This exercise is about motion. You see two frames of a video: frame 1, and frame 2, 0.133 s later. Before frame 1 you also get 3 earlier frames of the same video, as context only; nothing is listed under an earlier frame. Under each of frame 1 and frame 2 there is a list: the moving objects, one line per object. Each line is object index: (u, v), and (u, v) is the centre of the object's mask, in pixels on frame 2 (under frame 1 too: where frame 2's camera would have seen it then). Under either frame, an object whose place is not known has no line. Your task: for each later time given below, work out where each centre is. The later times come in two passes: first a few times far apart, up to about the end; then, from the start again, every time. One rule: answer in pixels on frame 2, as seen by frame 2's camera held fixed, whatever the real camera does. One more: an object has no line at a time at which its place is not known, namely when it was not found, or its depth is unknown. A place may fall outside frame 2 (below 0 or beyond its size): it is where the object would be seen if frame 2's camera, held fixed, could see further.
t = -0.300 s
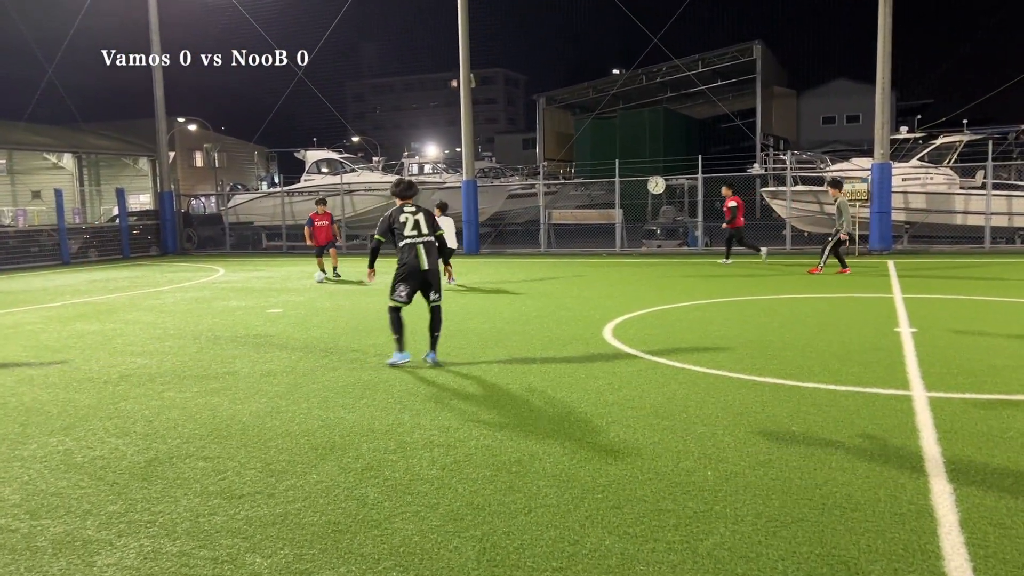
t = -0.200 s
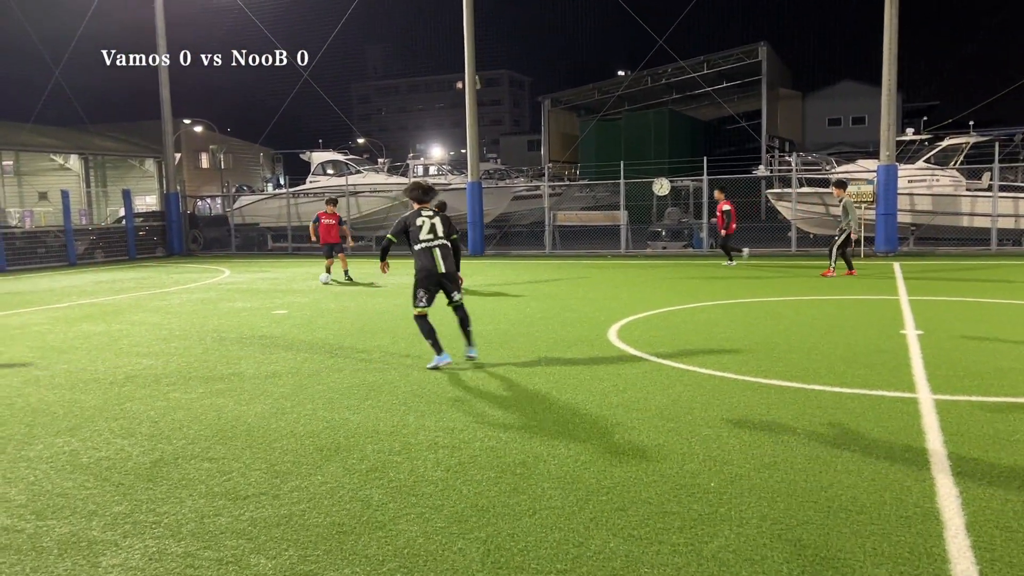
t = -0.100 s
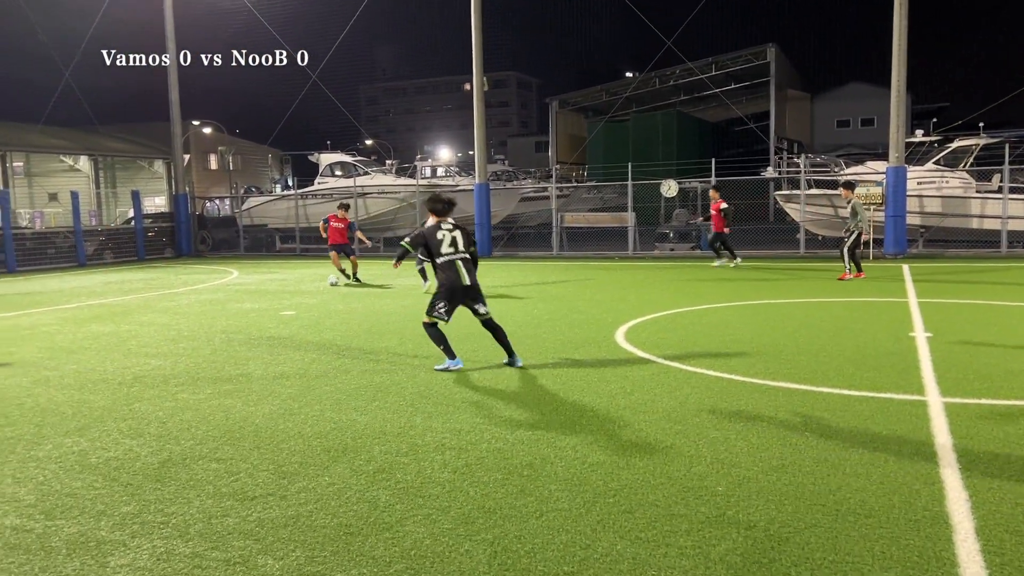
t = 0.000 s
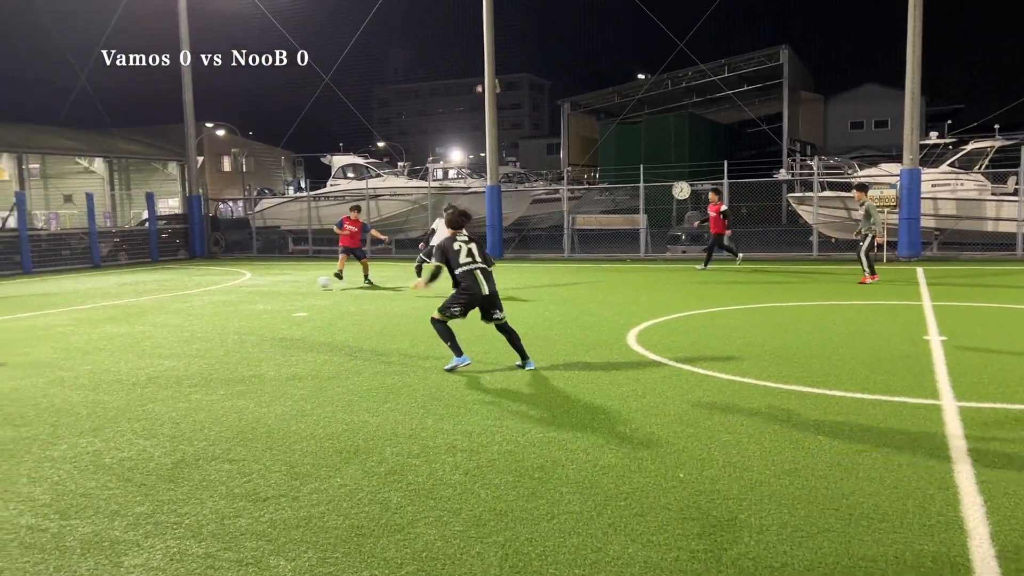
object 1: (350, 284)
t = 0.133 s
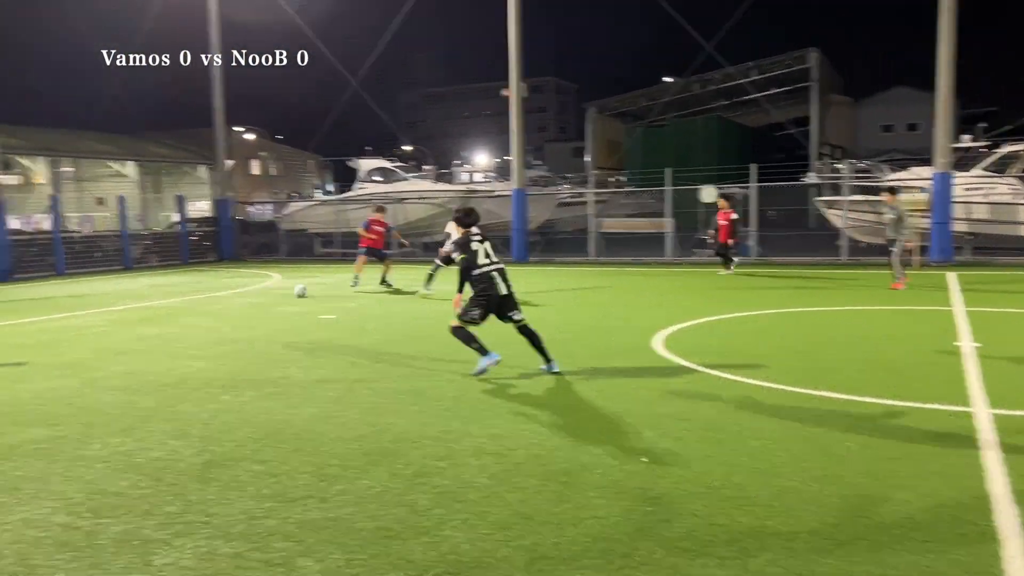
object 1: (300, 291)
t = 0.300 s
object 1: (242, 297)
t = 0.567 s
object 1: (142, 307)
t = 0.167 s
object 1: (288, 292)
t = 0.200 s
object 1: (277, 293)
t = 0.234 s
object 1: (265, 293)
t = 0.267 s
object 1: (254, 295)
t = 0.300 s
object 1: (242, 297)
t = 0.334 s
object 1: (231, 297)
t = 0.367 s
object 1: (218, 298)
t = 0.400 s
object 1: (206, 301)
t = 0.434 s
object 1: (194, 301)
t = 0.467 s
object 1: (181, 303)
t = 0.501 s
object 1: (169, 304)
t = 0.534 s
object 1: (156, 305)
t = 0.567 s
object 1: (142, 307)
